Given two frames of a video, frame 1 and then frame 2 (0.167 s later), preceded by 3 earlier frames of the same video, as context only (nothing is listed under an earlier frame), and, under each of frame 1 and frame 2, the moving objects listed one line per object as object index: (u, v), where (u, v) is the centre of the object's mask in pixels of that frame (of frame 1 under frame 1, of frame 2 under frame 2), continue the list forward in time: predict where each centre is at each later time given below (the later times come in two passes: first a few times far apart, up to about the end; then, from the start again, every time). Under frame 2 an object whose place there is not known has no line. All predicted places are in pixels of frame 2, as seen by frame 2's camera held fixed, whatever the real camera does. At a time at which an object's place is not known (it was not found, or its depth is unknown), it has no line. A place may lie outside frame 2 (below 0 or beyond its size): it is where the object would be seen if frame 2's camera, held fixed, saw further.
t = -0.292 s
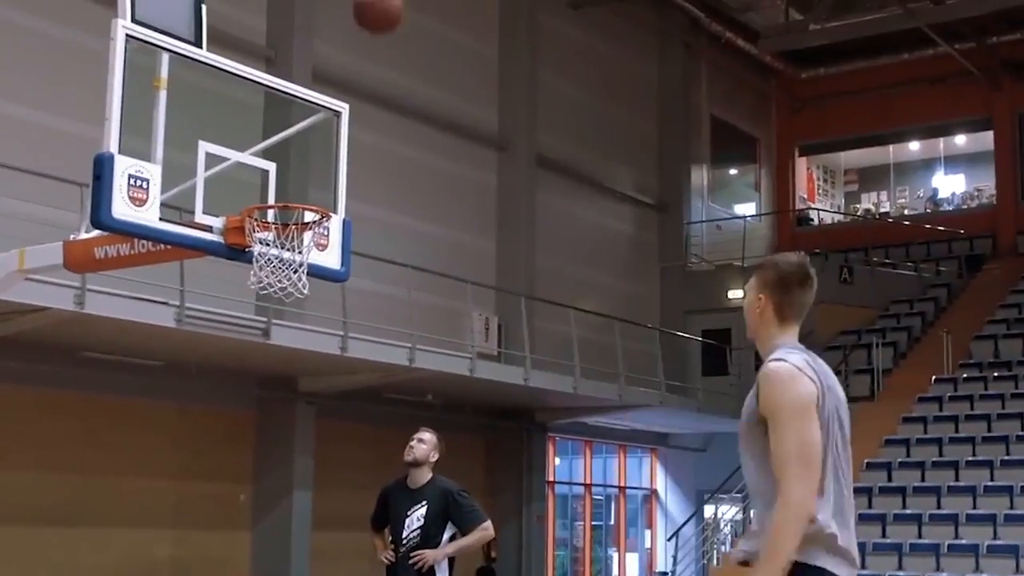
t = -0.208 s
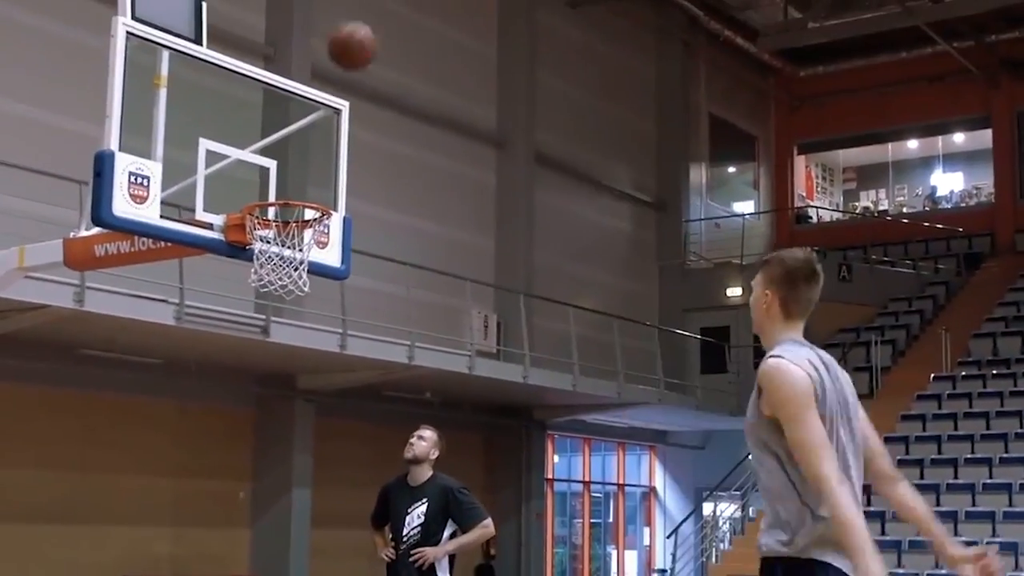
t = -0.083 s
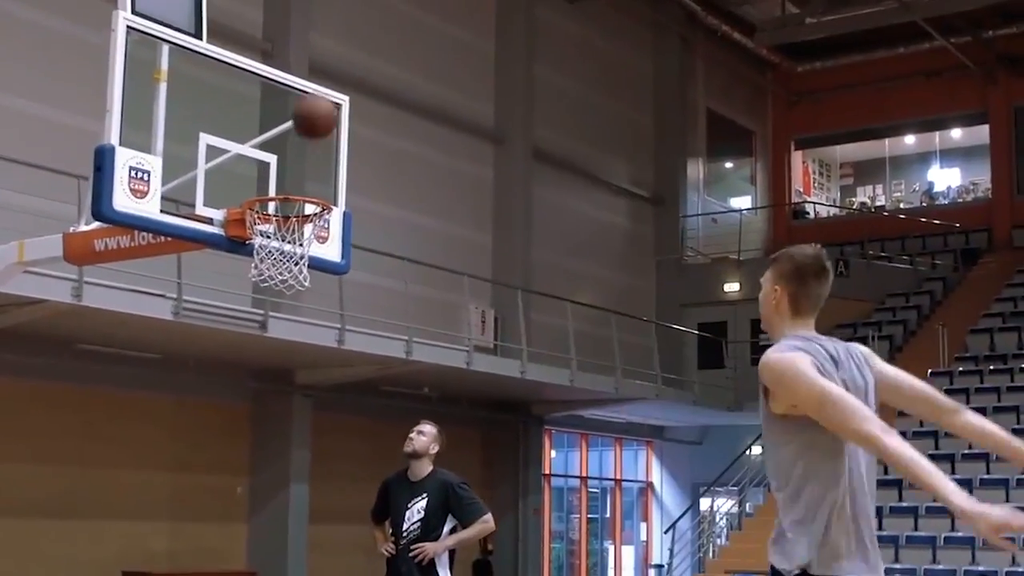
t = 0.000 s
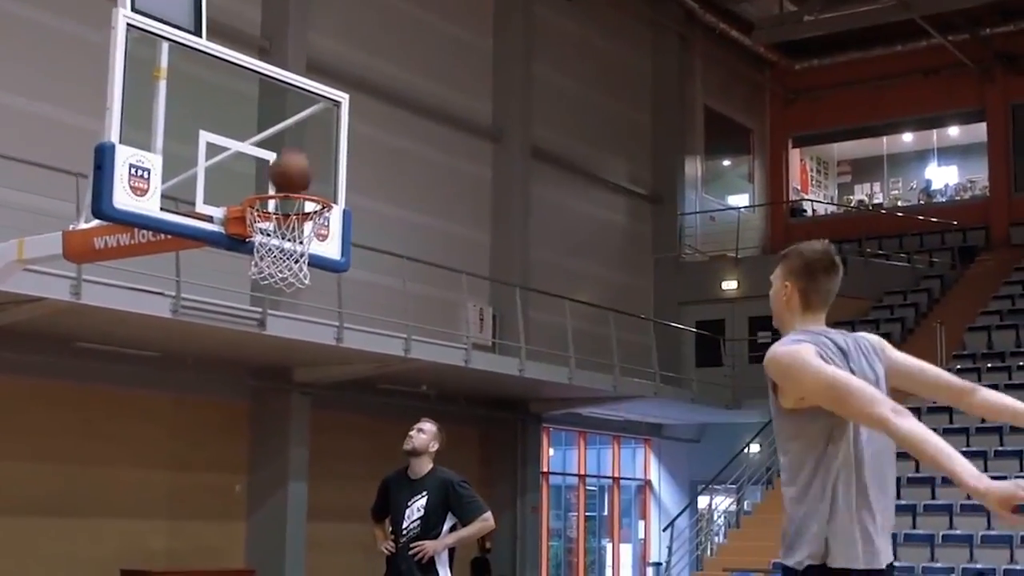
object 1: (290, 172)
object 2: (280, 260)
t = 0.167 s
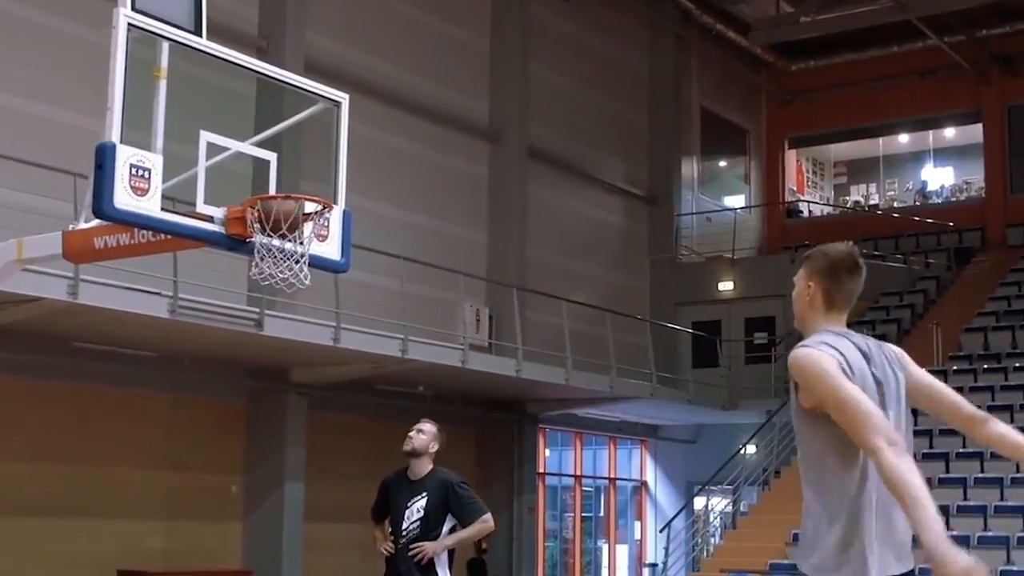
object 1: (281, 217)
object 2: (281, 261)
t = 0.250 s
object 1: (289, 238)
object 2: (280, 267)
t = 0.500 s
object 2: (294, 256)
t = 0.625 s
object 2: (289, 257)
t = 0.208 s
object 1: (284, 225)
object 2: (281, 265)
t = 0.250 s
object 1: (289, 238)
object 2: (280, 267)
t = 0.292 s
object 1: (292, 254)
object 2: (283, 257)
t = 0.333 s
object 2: (289, 253)
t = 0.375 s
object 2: (293, 252)
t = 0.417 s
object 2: (295, 254)
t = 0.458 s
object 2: (295, 253)
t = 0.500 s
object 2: (294, 256)
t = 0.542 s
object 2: (293, 259)
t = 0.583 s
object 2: (291, 260)
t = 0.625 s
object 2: (289, 257)
